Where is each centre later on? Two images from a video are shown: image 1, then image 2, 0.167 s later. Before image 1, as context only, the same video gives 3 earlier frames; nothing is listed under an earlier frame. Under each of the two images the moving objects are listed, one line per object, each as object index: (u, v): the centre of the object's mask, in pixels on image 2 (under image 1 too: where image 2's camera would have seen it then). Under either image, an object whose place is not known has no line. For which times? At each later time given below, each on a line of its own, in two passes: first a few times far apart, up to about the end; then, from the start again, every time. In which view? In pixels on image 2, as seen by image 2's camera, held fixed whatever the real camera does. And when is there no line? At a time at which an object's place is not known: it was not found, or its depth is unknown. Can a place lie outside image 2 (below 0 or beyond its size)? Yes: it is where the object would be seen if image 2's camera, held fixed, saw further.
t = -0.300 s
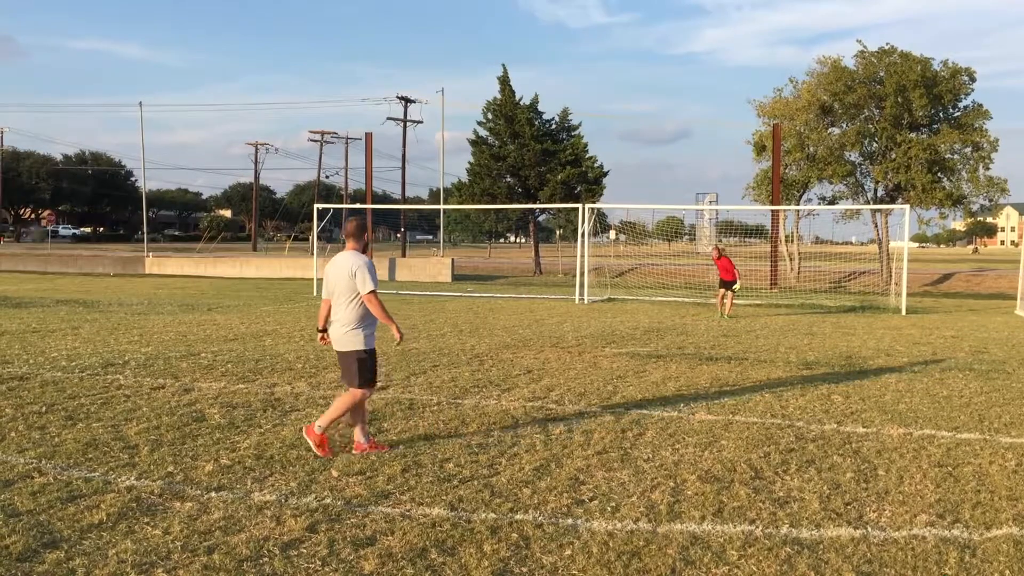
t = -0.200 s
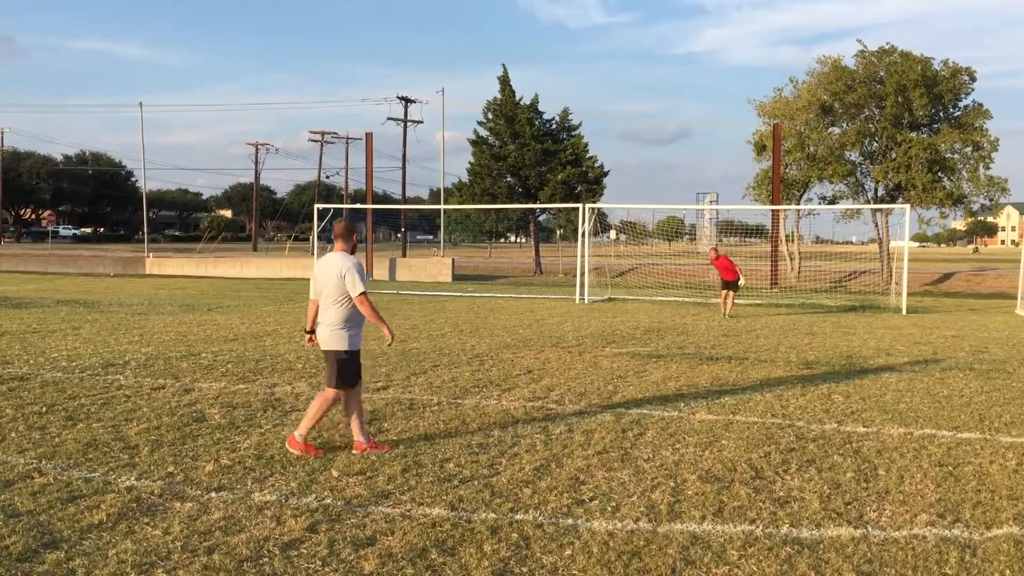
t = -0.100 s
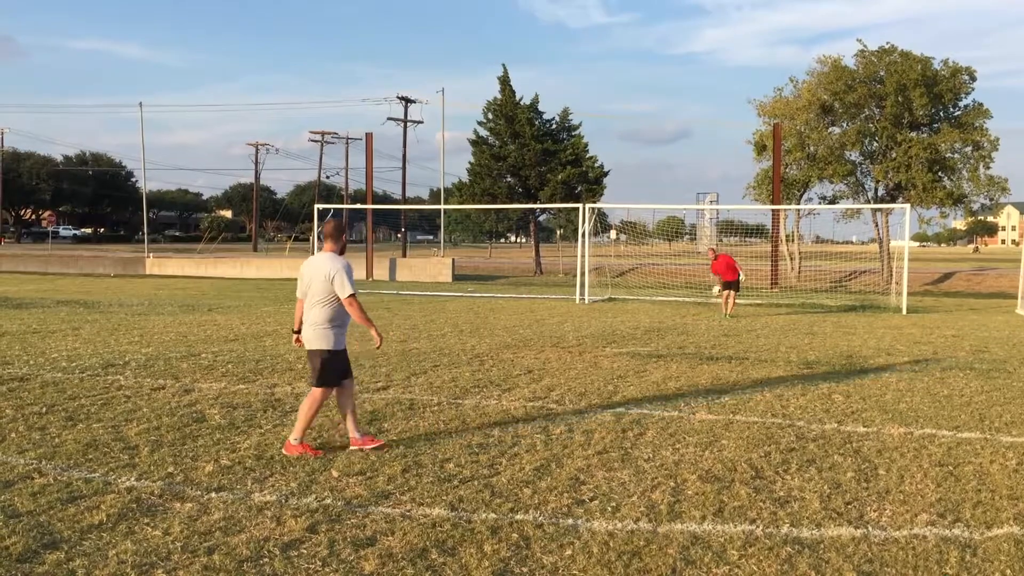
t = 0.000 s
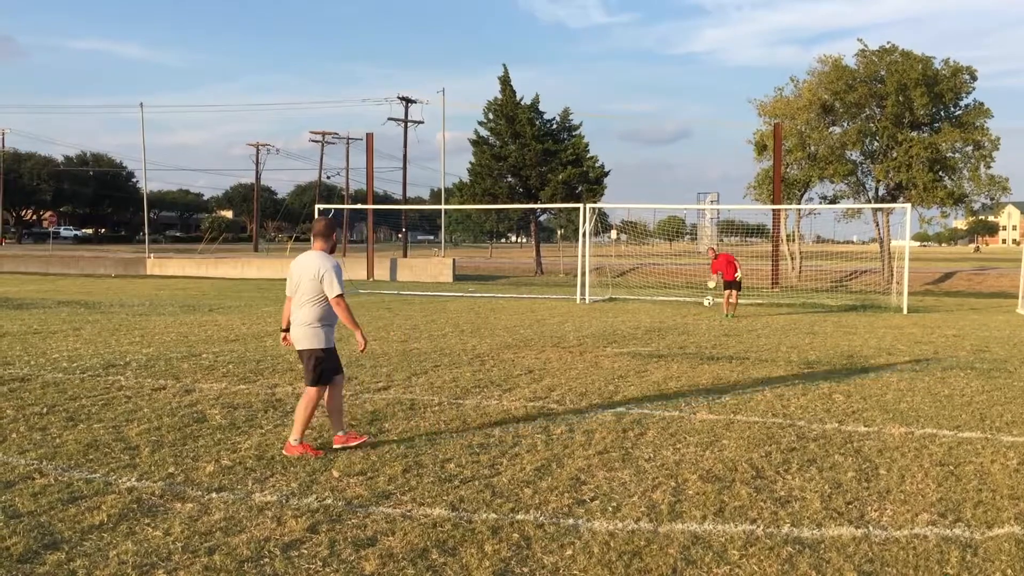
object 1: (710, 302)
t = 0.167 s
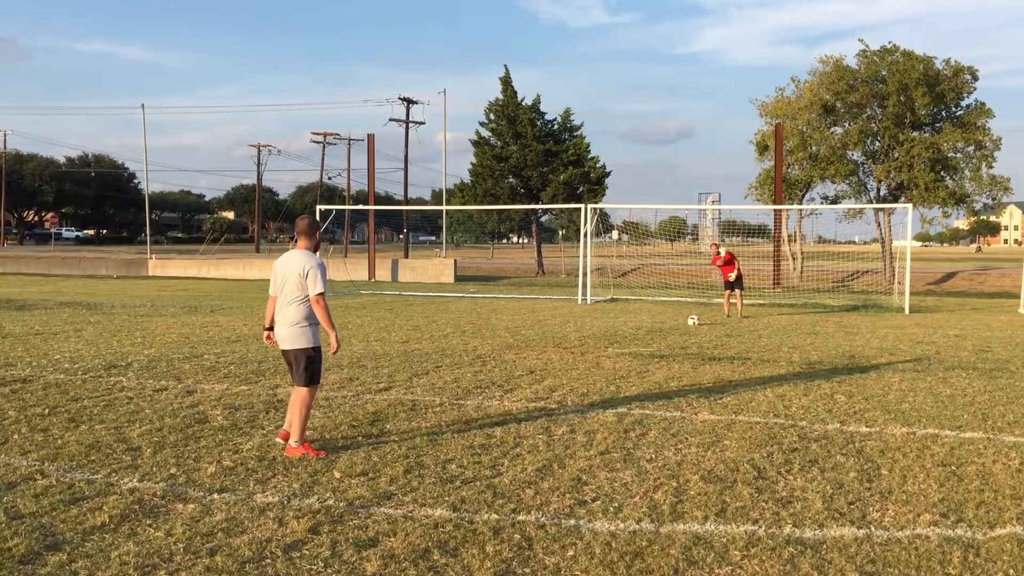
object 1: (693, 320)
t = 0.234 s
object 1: (690, 318)
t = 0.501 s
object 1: (672, 324)
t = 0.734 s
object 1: (654, 336)
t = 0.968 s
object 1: (635, 341)
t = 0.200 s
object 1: (691, 320)
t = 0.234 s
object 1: (690, 318)
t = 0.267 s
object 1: (687, 316)
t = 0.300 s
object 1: (685, 316)
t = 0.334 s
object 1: (684, 315)
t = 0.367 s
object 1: (681, 316)
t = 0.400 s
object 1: (679, 316)
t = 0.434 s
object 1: (677, 318)
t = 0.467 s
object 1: (675, 320)
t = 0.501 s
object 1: (672, 324)
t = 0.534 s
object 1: (670, 328)
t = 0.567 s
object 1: (668, 332)
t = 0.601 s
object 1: (665, 336)
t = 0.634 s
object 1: (663, 335)
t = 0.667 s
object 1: (660, 335)
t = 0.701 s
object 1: (658, 335)
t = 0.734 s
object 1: (654, 336)
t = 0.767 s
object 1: (652, 337)
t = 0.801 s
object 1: (650, 340)
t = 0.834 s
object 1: (647, 343)
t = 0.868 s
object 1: (644, 345)
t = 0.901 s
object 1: (641, 343)
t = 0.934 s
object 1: (638, 342)
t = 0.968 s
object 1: (635, 341)
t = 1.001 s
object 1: (632, 342)
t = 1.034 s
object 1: (628, 343)
